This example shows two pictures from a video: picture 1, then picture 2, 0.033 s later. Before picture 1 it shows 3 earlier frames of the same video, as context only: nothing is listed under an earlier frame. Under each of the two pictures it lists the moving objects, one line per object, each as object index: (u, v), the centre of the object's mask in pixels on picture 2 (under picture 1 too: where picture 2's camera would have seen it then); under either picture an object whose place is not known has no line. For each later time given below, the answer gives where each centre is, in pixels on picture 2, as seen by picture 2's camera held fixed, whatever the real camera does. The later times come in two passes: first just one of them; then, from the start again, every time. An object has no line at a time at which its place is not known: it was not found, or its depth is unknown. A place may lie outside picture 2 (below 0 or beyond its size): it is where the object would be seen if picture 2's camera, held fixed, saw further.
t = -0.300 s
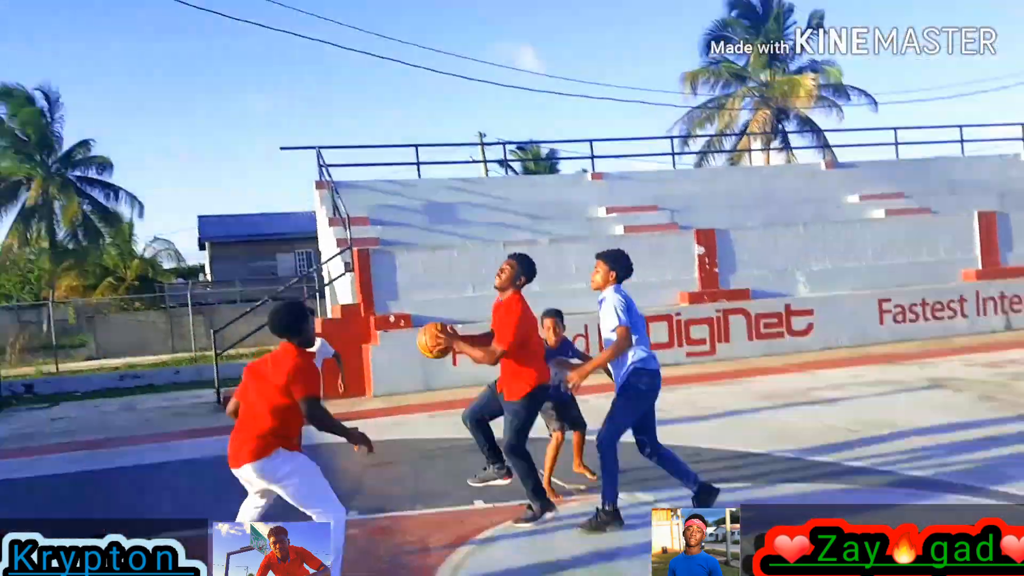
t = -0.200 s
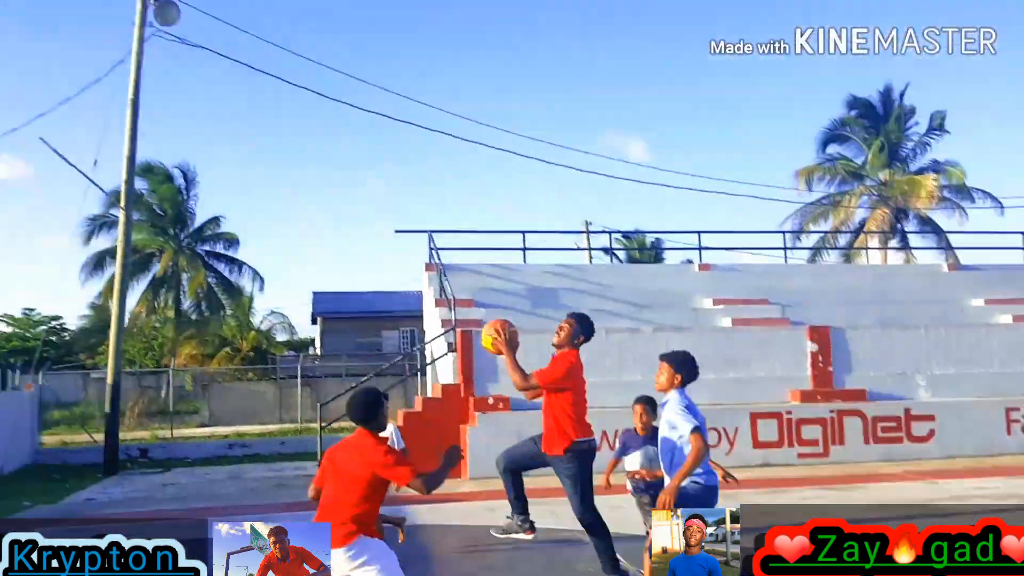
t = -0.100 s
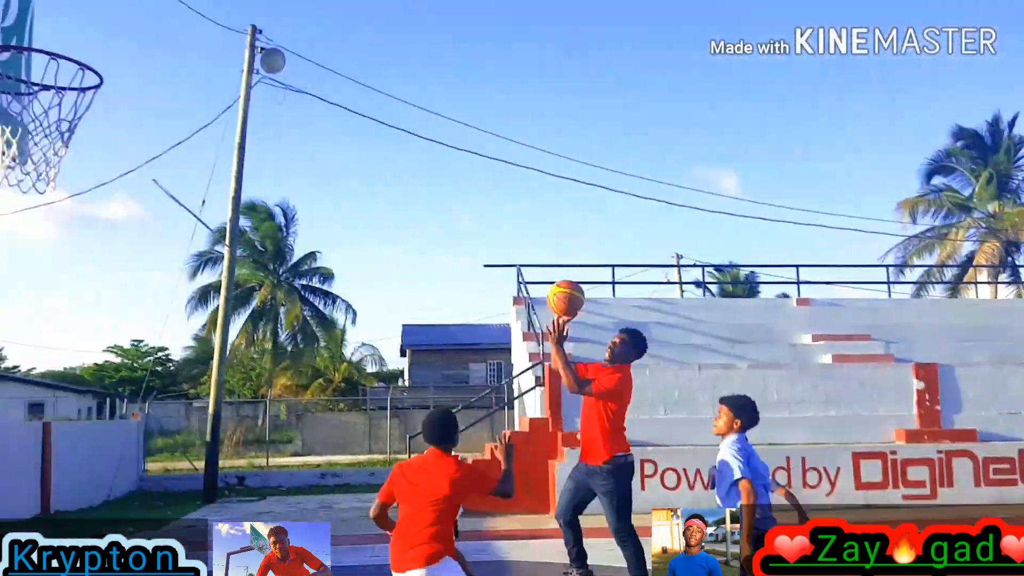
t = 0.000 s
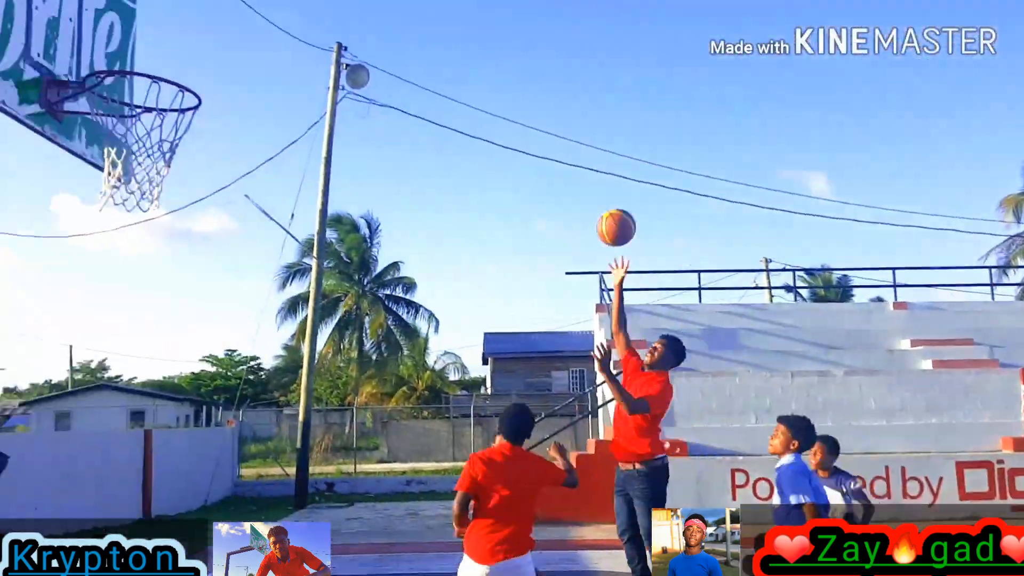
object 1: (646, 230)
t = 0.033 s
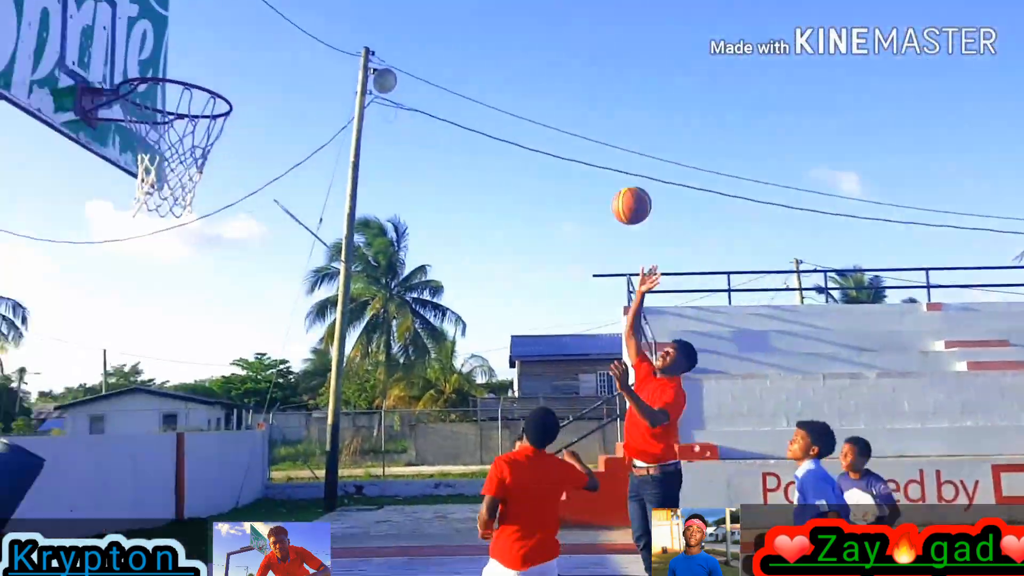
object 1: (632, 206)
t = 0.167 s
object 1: (578, 122)
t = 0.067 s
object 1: (618, 183)
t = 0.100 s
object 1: (605, 161)
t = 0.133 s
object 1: (592, 141)
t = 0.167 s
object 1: (578, 122)
